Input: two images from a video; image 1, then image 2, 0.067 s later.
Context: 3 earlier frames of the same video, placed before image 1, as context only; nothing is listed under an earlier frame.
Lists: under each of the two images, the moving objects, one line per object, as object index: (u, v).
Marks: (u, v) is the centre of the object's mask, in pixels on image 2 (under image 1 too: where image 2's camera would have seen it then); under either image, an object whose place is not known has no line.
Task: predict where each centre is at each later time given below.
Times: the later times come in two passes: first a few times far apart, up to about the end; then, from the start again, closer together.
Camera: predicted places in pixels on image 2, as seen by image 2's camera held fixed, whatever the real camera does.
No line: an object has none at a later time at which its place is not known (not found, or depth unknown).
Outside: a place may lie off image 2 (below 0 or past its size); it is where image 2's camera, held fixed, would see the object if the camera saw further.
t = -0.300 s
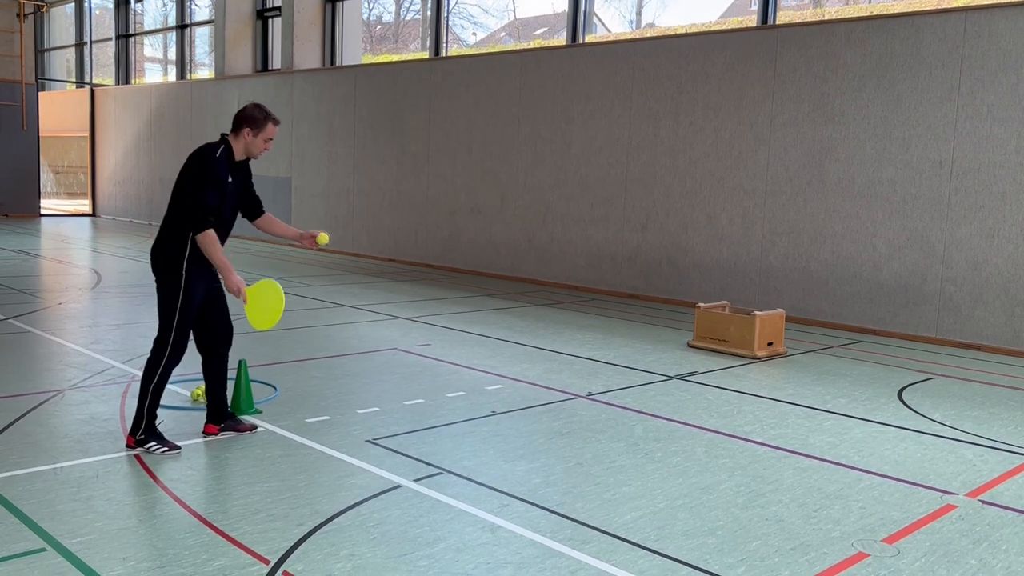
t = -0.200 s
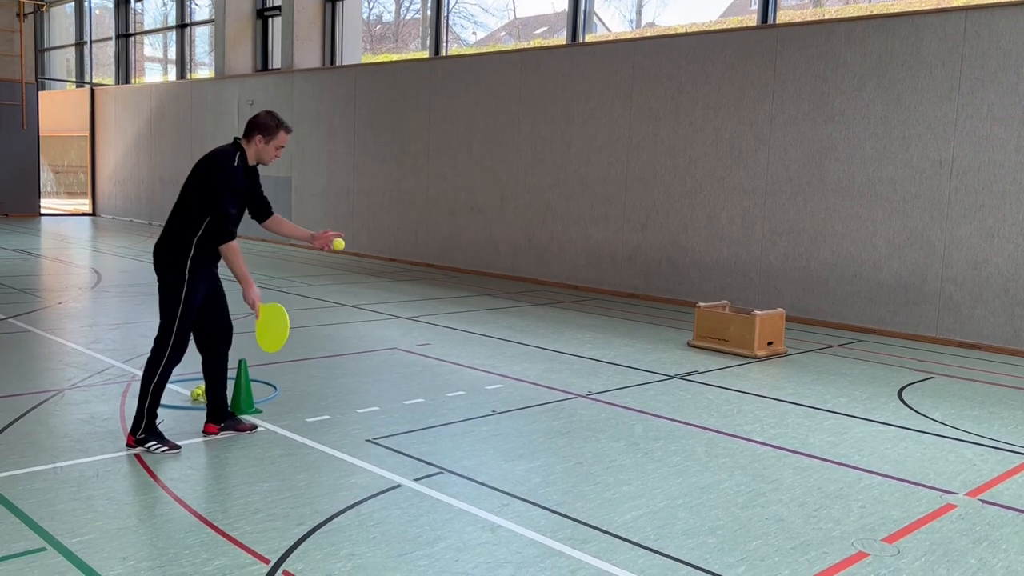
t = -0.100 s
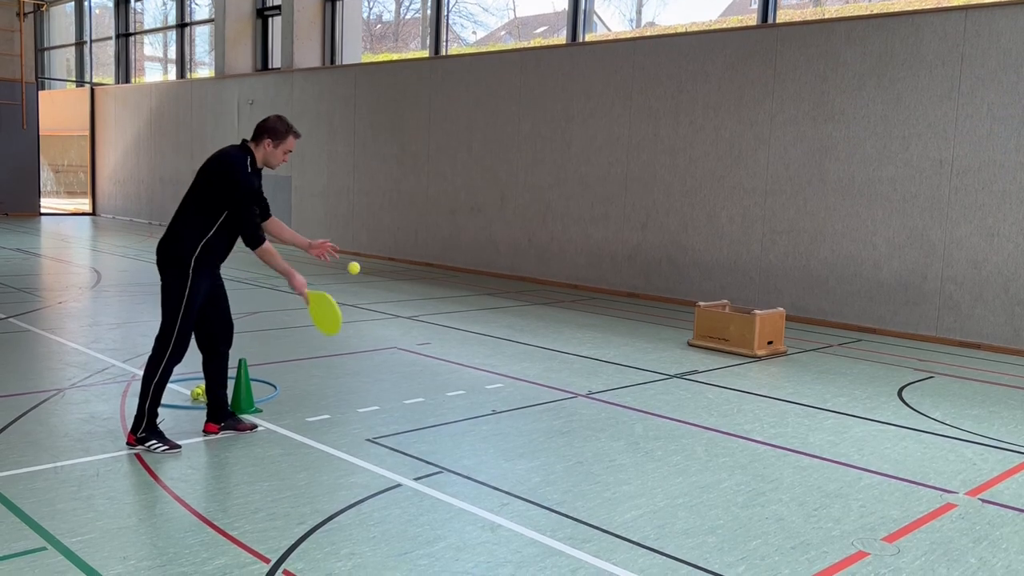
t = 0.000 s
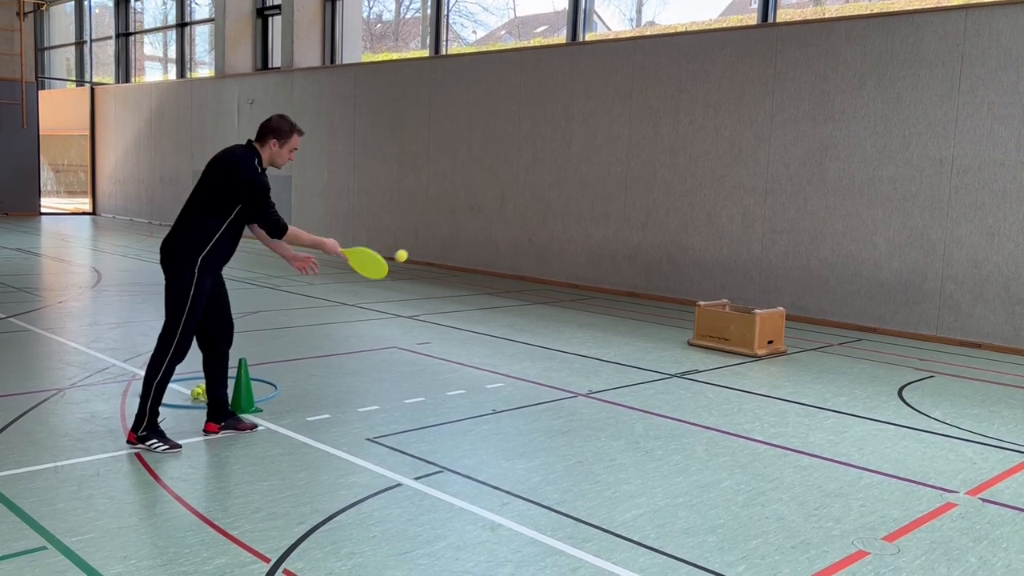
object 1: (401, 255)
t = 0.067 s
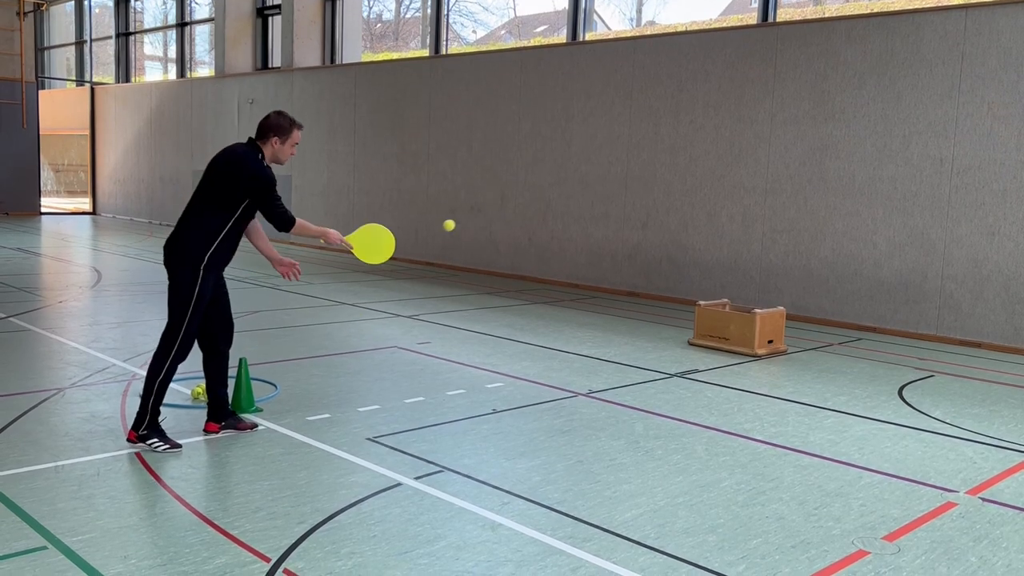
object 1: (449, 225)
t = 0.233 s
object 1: (545, 191)
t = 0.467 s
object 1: (643, 214)
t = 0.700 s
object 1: (711, 289)
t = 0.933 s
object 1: (754, 289)
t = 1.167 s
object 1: (784, 263)
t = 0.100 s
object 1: (470, 214)
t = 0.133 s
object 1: (491, 205)
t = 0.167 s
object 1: (510, 199)
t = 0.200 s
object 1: (528, 194)
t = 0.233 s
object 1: (545, 191)
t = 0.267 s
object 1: (562, 190)
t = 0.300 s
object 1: (577, 191)
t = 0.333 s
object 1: (592, 193)
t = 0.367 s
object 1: (606, 196)
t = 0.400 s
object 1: (619, 201)
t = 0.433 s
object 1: (631, 207)
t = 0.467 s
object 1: (643, 214)
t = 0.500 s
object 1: (654, 222)
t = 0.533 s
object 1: (665, 232)
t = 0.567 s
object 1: (675, 242)
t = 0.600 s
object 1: (684, 253)
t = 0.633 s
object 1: (694, 264)
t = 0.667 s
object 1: (702, 277)
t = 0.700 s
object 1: (711, 289)
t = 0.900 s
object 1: (749, 298)
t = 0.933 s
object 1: (754, 289)
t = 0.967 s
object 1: (759, 282)
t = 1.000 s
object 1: (763, 276)
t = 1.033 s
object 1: (767, 271)
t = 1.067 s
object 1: (772, 267)
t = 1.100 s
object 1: (776, 265)
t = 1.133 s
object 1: (780, 263)
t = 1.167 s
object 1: (784, 263)
